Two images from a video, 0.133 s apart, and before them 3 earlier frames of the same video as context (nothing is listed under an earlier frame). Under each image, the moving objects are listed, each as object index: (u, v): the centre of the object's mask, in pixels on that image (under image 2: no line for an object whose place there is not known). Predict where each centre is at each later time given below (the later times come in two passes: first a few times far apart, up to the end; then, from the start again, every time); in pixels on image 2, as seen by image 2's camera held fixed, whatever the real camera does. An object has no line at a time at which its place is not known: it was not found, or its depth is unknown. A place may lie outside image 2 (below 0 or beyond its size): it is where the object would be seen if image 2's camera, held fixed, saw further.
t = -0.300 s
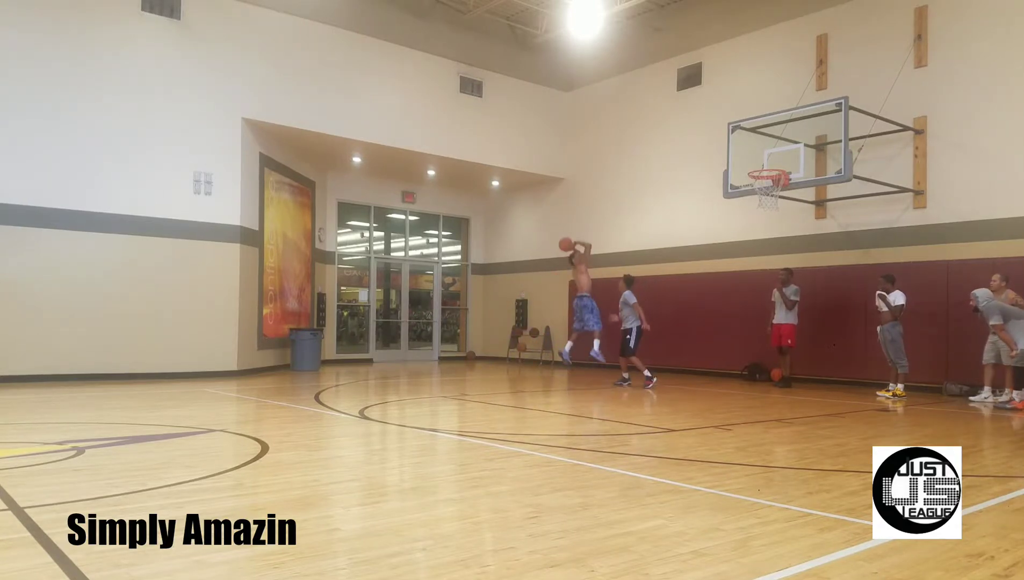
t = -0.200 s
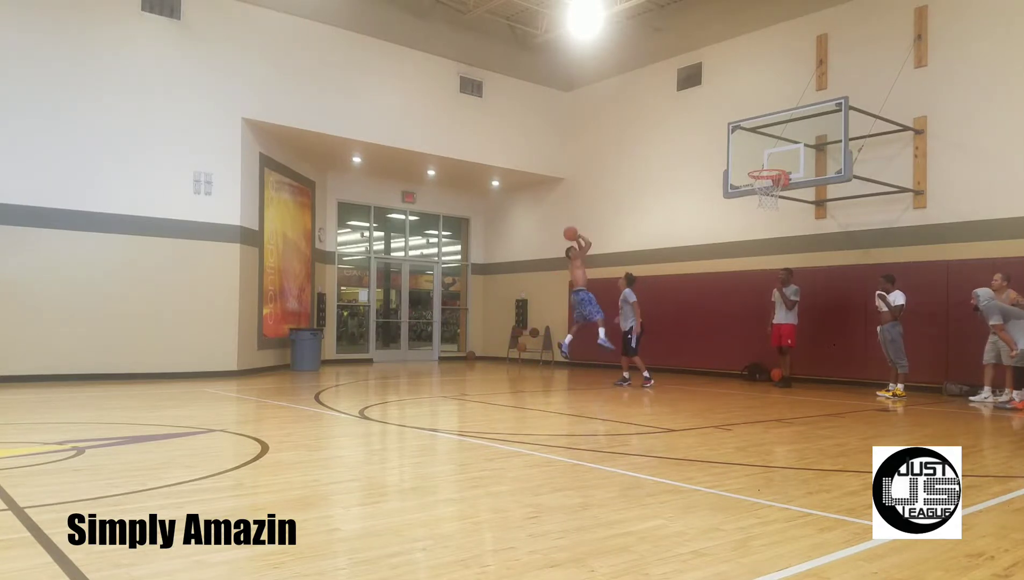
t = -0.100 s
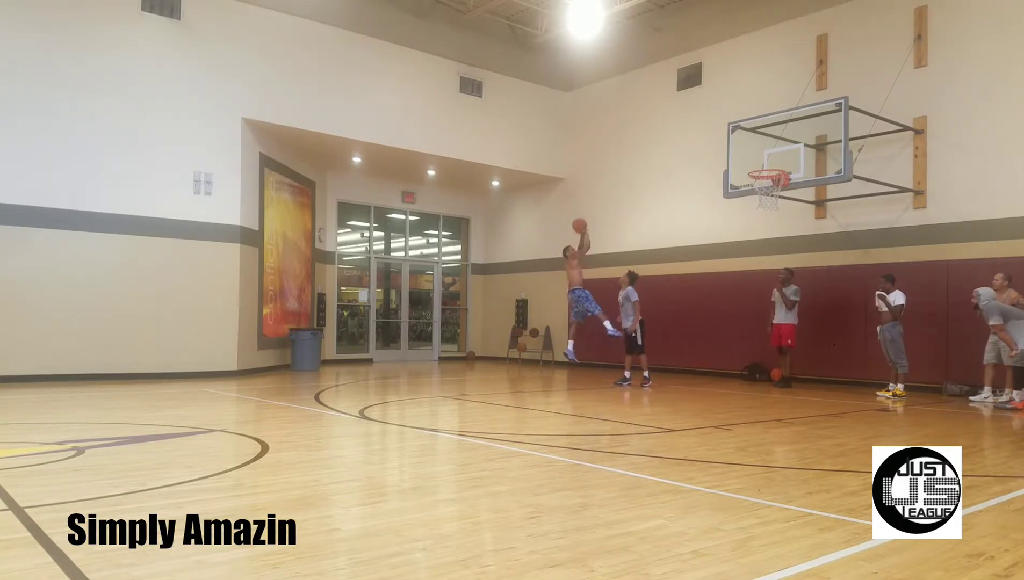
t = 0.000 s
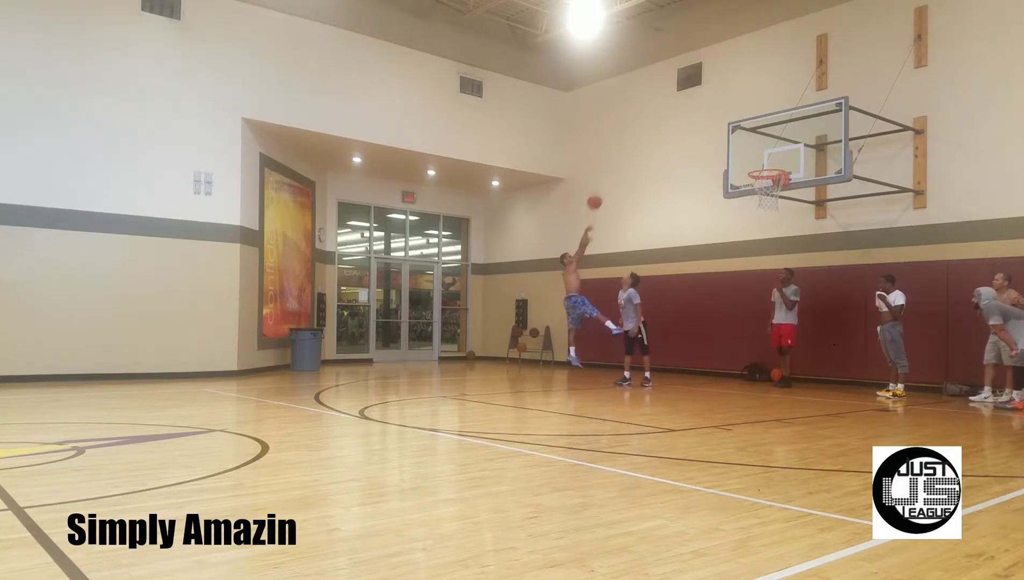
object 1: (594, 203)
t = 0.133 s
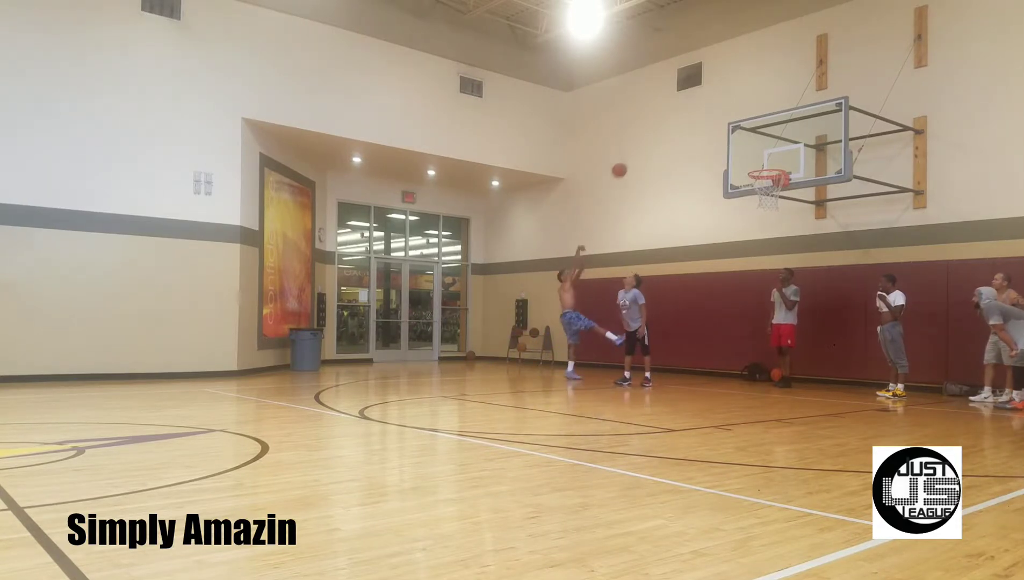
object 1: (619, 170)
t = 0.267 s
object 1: (645, 147)
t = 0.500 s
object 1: (693, 132)
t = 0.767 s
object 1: (752, 161)
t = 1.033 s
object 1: (791, 205)
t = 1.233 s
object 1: (805, 250)
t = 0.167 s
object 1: (625, 163)
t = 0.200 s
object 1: (632, 157)
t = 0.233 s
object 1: (638, 152)
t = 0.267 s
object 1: (645, 147)
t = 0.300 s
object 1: (652, 143)
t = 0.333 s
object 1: (658, 140)
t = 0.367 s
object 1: (665, 137)
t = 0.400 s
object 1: (672, 135)
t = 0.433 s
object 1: (679, 133)
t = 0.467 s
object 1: (686, 132)
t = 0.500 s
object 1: (693, 132)
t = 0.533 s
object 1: (700, 133)
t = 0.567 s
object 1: (707, 135)
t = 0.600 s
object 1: (715, 137)
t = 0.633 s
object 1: (722, 140)
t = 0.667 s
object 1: (729, 144)
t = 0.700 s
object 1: (737, 149)
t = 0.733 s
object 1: (745, 154)
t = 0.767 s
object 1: (752, 161)
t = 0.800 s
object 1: (760, 168)
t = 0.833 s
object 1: (769, 177)
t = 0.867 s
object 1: (778, 184)
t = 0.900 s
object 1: (781, 187)
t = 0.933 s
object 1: (783, 189)
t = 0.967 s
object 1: (786, 194)
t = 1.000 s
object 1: (789, 200)
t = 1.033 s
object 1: (791, 205)
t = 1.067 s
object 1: (793, 210)
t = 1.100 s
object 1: (796, 216)
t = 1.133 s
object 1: (798, 223)
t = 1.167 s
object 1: (800, 231)
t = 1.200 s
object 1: (802, 239)
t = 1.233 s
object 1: (805, 250)
